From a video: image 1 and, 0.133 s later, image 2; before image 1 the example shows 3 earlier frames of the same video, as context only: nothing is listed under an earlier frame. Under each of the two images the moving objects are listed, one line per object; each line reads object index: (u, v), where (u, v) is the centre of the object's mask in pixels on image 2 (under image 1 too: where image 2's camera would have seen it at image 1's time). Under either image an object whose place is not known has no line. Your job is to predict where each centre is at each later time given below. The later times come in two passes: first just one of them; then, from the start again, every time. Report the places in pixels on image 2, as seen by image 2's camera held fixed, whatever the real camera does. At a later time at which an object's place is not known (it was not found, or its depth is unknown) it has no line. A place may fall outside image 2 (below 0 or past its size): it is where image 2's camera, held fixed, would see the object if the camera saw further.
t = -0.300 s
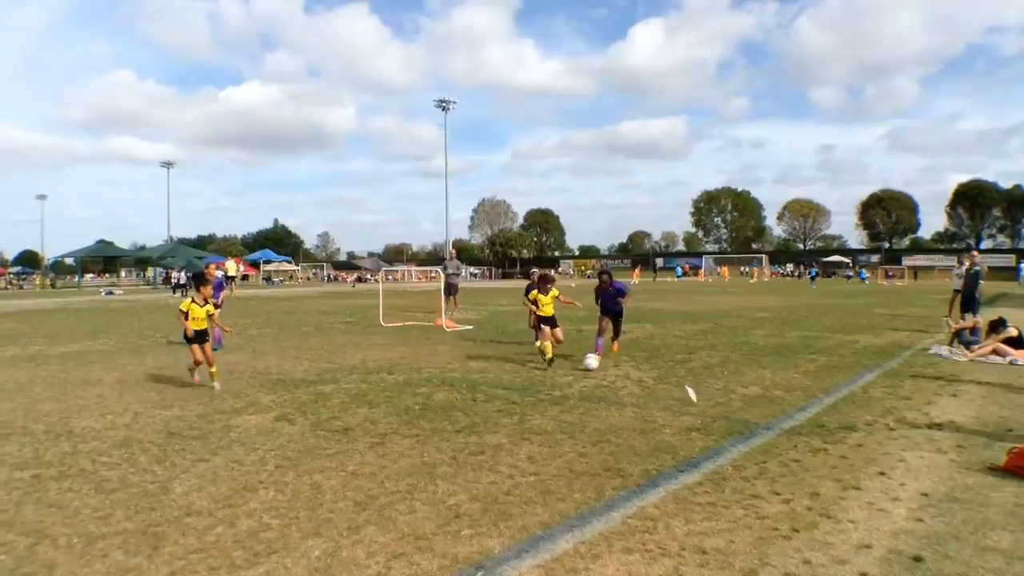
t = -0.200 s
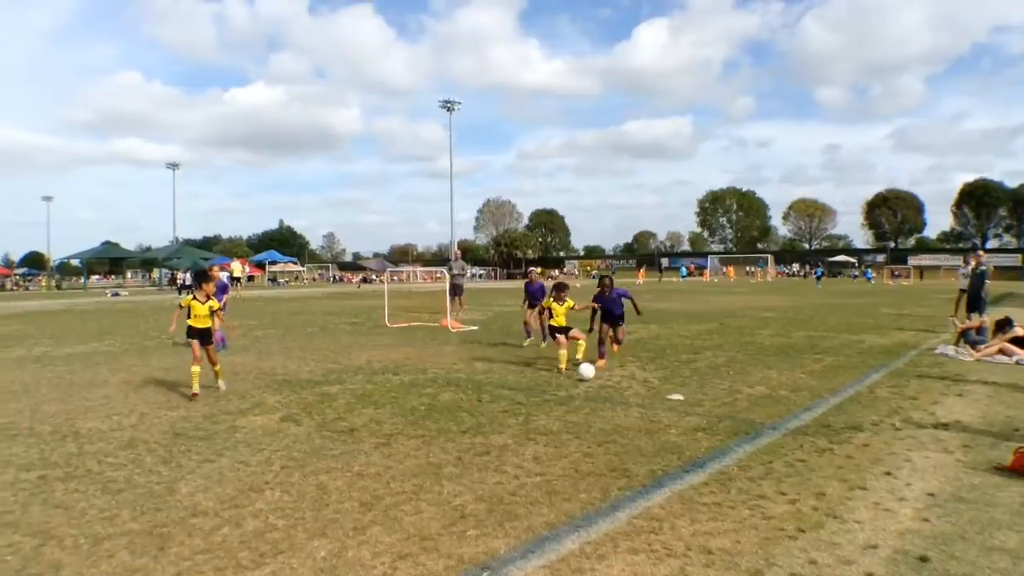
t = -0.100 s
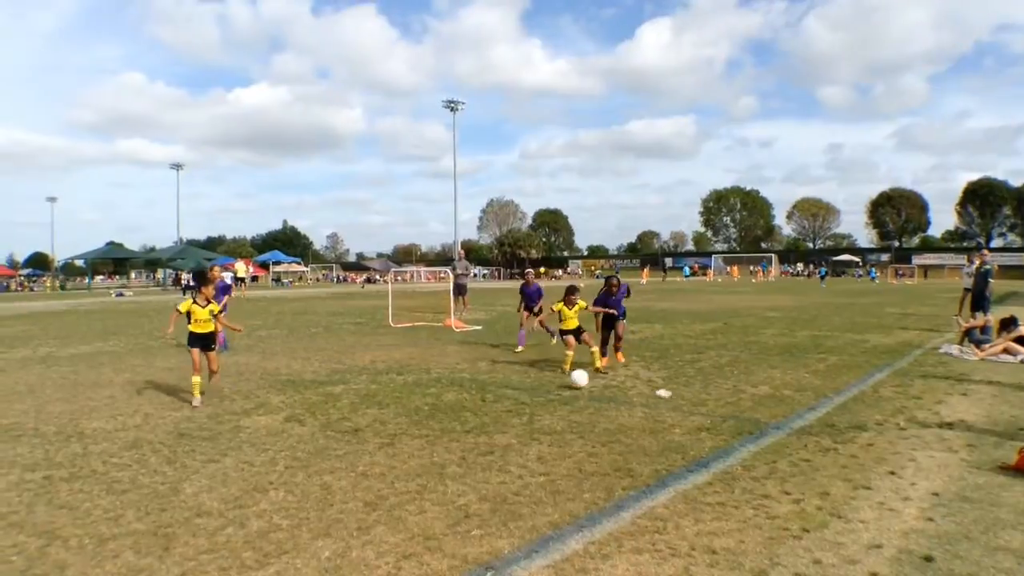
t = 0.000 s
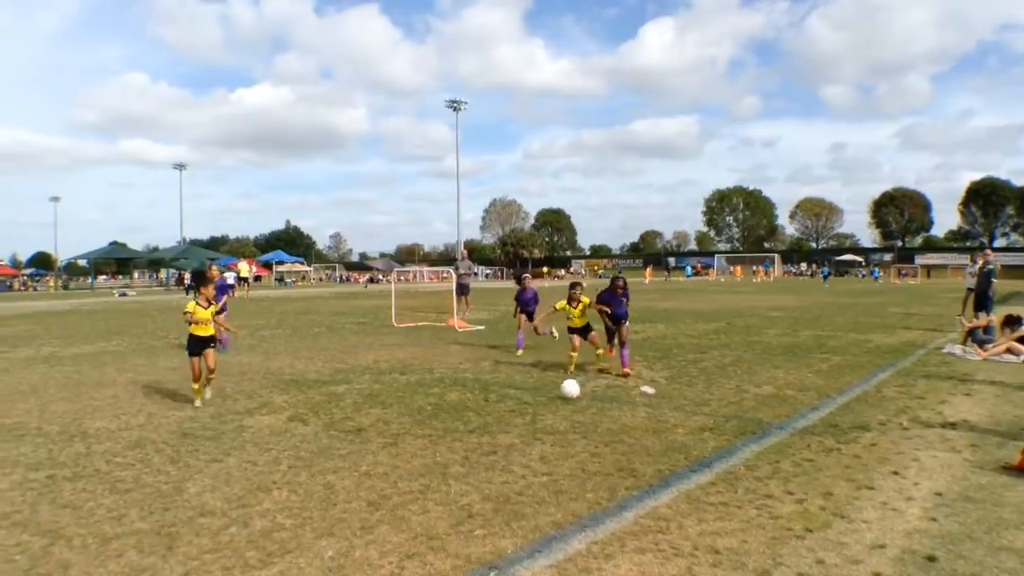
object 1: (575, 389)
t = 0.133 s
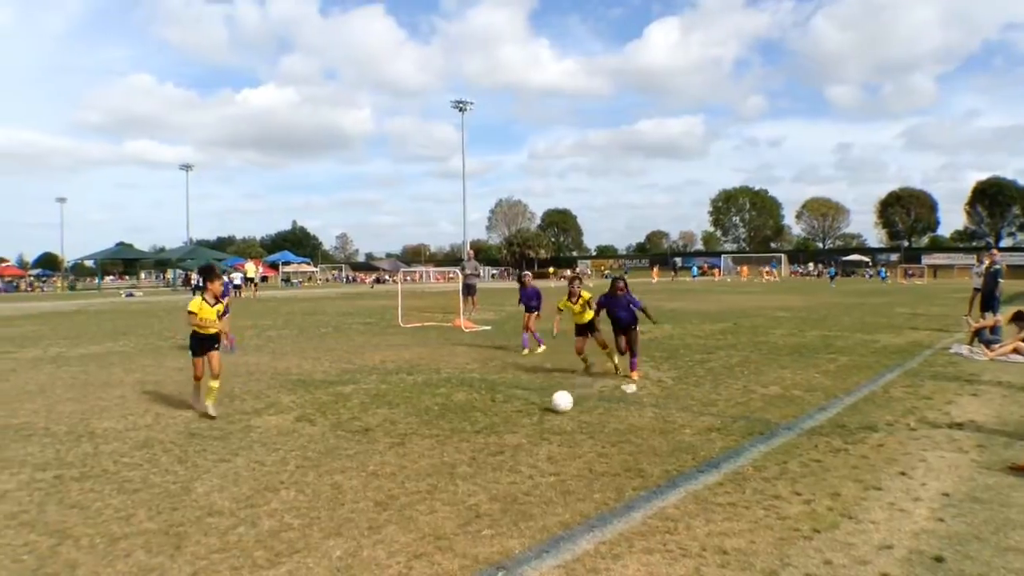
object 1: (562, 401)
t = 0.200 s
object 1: (553, 406)
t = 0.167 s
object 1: (558, 404)
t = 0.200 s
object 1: (553, 406)
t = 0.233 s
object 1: (549, 409)
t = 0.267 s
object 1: (545, 413)
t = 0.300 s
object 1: (540, 419)
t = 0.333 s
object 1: (535, 421)
